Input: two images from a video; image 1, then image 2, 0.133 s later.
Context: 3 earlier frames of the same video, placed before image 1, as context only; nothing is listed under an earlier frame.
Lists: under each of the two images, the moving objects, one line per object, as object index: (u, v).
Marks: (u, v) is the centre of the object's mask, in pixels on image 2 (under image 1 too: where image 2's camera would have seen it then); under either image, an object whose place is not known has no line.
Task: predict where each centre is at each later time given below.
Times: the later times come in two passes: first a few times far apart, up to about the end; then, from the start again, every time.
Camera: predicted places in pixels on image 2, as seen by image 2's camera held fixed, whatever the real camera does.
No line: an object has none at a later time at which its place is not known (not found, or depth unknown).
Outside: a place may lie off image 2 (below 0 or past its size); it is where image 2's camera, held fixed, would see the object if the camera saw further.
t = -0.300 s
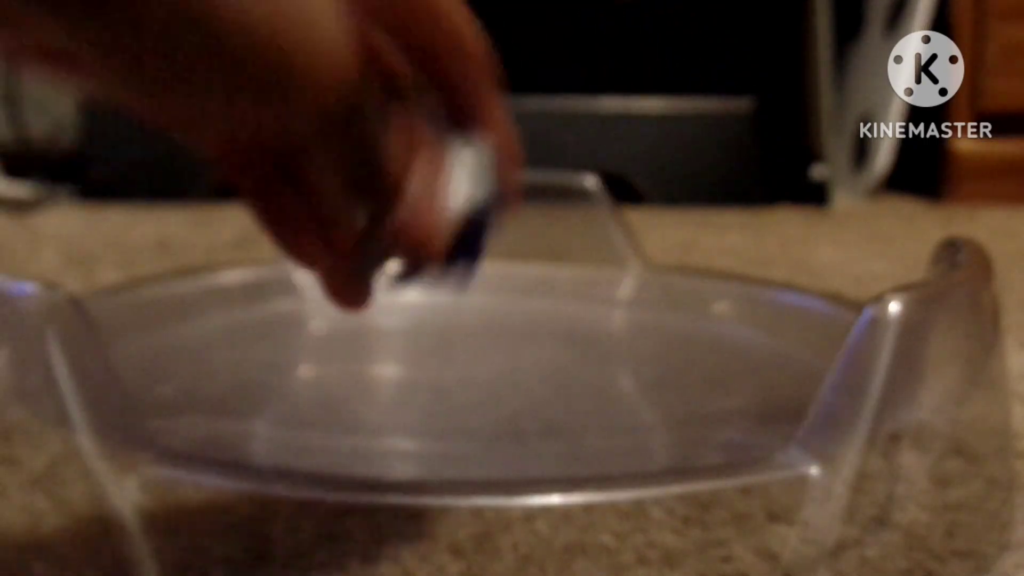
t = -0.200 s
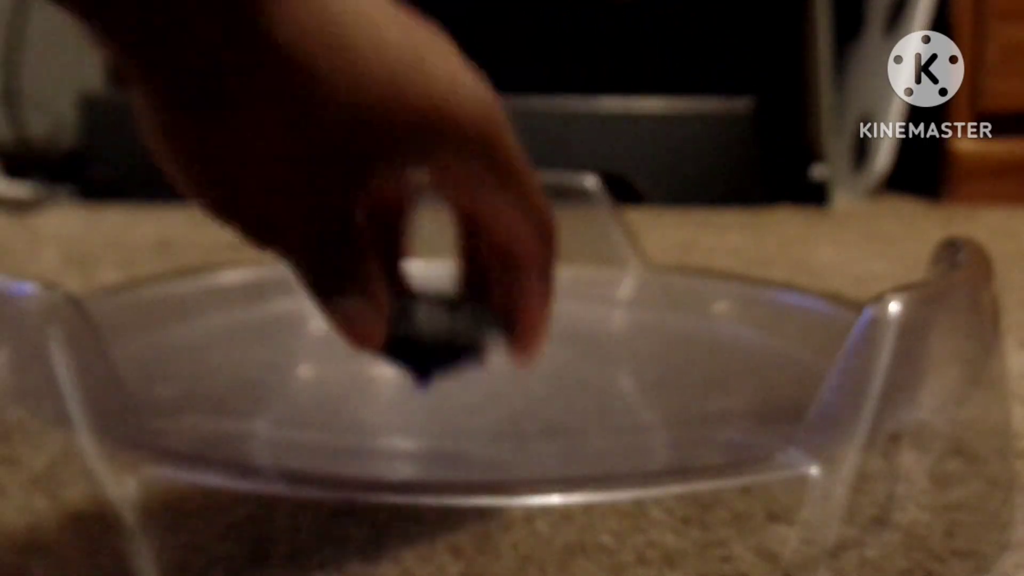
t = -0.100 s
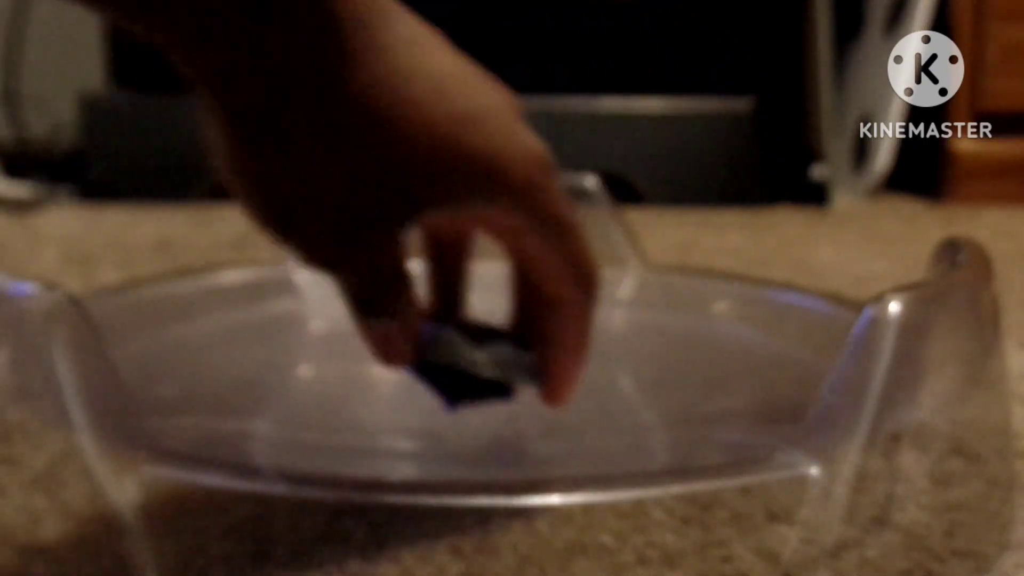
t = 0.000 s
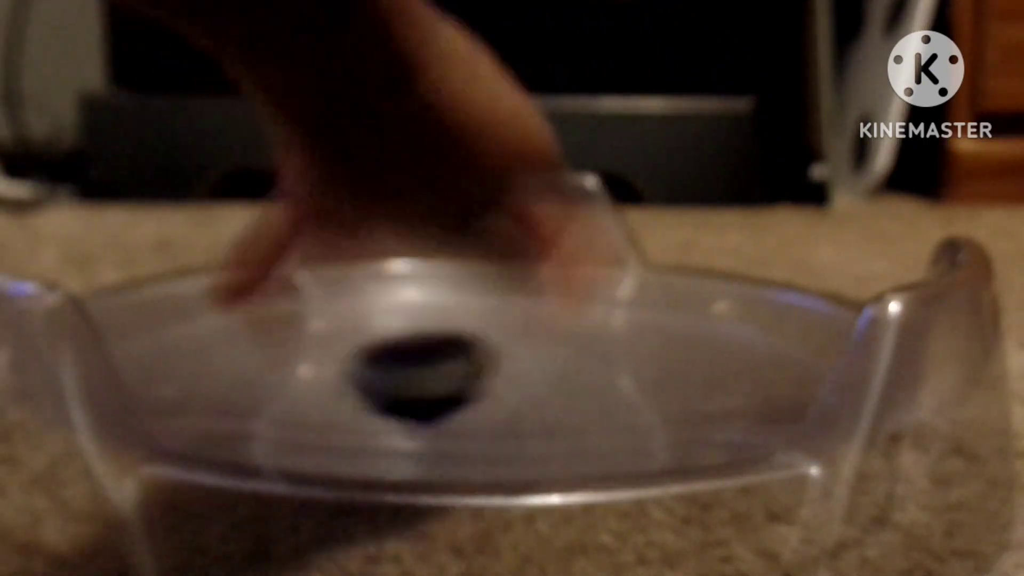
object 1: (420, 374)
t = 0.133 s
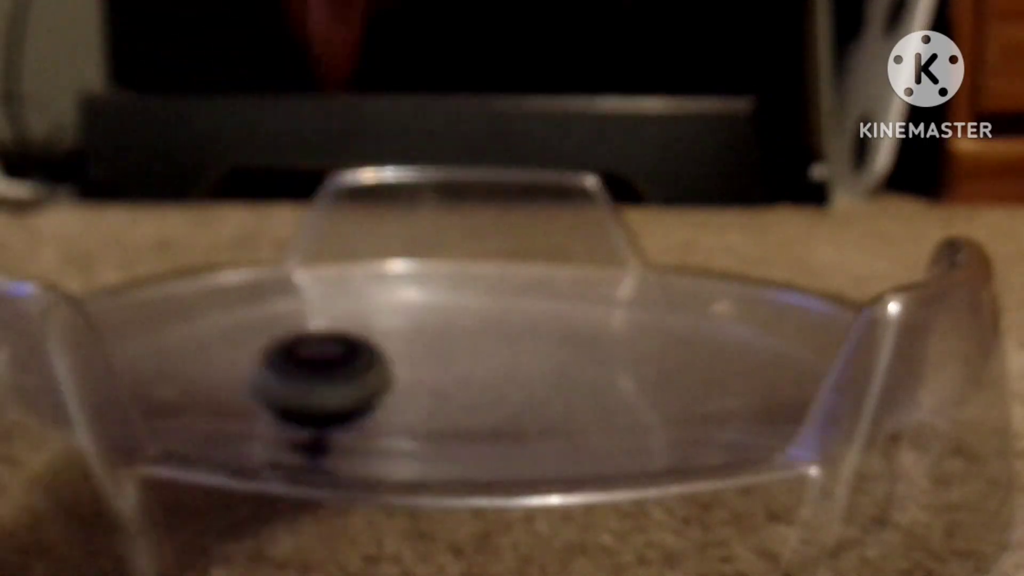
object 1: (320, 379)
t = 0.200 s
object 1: (310, 373)
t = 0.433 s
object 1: (348, 370)
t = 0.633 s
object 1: (385, 376)
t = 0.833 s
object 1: (432, 375)
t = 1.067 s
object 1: (453, 367)
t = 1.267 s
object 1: (449, 367)
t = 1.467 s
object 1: (445, 371)
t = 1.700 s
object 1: (458, 379)
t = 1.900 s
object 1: (481, 380)
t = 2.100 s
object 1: (489, 375)
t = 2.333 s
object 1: (473, 371)
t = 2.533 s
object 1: (458, 375)
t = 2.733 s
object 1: (461, 382)
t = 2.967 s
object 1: (479, 383)
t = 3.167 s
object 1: (485, 377)
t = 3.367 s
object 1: (470, 373)
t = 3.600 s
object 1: (456, 377)
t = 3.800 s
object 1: (461, 383)
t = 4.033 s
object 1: (478, 382)
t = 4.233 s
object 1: (477, 376)
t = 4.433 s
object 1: (464, 375)
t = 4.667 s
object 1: (459, 379)
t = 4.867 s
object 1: (467, 382)
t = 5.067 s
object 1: (477, 382)
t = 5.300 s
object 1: (473, 377)
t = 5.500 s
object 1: (466, 377)
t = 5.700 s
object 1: (466, 382)
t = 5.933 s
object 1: (474, 381)
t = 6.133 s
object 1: (474, 380)
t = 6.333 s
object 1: (467, 378)
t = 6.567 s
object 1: (460, 384)
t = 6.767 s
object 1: (474, 368)
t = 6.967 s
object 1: (480, 368)
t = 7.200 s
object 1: (479, 366)
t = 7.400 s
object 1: (466, 369)
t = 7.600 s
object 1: (443, 373)
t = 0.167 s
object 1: (314, 374)
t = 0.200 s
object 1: (310, 373)
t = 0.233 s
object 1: (314, 371)
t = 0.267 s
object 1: (316, 370)
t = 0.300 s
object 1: (321, 369)
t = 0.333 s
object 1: (326, 368)
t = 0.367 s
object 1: (333, 368)
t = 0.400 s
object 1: (340, 369)
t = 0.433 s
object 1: (348, 370)
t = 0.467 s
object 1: (353, 371)
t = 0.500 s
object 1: (358, 372)
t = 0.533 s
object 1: (365, 374)
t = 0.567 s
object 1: (370, 374)
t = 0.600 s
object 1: (378, 375)
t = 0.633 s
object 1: (385, 376)
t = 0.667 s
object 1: (394, 376)
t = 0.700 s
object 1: (402, 377)
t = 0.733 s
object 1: (410, 377)
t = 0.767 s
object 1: (418, 376)
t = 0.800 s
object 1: (424, 376)
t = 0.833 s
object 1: (432, 375)
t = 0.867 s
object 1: (438, 375)
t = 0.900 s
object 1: (442, 373)
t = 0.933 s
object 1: (446, 373)
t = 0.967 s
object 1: (449, 371)
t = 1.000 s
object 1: (452, 370)
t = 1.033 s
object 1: (452, 368)
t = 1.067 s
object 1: (453, 367)
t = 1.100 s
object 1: (453, 366)
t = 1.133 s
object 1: (452, 366)
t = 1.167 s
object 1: (452, 365)
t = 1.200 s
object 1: (452, 366)
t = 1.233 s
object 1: (451, 366)
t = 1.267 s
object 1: (449, 367)
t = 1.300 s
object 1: (449, 367)
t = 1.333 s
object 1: (447, 369)
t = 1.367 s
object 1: (446, 369)
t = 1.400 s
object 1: (444, 370)
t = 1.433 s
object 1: (445, 370)
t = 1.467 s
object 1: (445, 371)
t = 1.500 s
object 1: (446, 372)
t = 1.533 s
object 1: (447, 373)
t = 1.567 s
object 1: (448, 374)
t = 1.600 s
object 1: (450, 377)
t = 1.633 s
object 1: (451, 378)
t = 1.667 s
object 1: (455, 378)
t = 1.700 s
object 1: (458, 379)
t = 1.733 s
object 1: (462, 379)
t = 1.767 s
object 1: (466, 380)
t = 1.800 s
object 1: (469, 381)
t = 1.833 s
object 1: (474, 380)
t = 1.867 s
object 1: (476, 380)
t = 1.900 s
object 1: (481, 380)
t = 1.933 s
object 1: (483, 380)
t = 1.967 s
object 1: (486, 379)
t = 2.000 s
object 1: (488, 378)
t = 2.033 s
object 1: (489, 377)
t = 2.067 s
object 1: (489, 375)
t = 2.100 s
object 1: (489, 375)
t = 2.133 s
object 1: (487, 373)
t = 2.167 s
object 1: (486, 373)
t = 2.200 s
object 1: (483, 372)
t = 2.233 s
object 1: (481, 371)
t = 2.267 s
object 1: (479, 371)
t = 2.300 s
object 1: (475, 371)
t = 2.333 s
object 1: (473, 371)
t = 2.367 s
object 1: (469, 371)
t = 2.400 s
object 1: (467, 372)
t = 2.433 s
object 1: (464, 373)
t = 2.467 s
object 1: (462, 373)
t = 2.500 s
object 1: (459, 375)
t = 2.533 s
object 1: (458, 375)
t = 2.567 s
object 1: (457, 376)
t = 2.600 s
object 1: (457, 377)
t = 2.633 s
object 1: (457, 379)
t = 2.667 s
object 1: (457, 380)
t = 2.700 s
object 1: (460, 381)
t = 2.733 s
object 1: (461, 382)
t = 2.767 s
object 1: (464, 382)
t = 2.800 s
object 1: (467, 383)
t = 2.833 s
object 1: (470, 384)
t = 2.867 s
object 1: (473, 382)
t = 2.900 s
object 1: (475, 383)
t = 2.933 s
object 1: (478, 382)
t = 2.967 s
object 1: (479, 383)
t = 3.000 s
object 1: (483, 382)
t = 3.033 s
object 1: (484, 381)
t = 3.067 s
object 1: (486, 381)
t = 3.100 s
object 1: (486, 380)
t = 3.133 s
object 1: (487, 379)
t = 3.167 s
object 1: (485, 377)
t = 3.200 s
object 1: (484, 376)
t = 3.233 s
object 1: (481, 375)
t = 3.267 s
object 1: (479, 375)
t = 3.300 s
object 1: (476, 373)
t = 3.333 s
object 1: (473, 374)
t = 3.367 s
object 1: (470, 373)
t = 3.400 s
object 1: (467, 374)
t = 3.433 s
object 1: (465, 374)
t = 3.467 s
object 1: (461, 374)
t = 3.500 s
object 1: (460, 374)
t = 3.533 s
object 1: (458, 376)
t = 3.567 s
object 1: (457, 376)
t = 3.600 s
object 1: (456, 377)
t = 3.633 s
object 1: (455, 378)
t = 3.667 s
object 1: (456, 379)
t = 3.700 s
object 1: (456, 380)
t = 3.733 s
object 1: (457, 382)
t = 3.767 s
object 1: (459, 382)
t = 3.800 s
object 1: (461, 383)
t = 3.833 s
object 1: (463, 383)
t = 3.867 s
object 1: (467, 383)
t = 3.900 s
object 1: (468, 383)
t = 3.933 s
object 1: (472, 382)
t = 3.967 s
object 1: (473, 382)
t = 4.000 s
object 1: (476, 381)
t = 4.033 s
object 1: (478, 382)
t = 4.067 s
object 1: (480, 381)
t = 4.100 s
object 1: (480, 381)
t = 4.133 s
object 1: (481, 380)
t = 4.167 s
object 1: (480, 378)
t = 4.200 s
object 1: (479, 378)
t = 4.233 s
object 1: (477, 376)
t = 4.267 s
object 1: (475, 376)
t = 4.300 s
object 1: (473, 375)
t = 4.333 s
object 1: (471, 375)
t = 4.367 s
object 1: (469, 375)
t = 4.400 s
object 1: (467, 375)
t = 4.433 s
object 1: (464, 375)
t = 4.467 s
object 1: (463, 376)
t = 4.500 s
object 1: (462, 376)
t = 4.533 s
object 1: (460, 376)
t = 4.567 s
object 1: (460, 377)
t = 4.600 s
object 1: (459, 377)
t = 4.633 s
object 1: (459, 378)
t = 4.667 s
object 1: (459, 379)
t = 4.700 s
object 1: (459, 381)
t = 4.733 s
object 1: (459, 381)
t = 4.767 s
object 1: (462, 382)
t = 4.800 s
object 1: (463, 382)
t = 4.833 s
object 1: (466, 382)
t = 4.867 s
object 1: (467, 382)
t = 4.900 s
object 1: (470, 382)
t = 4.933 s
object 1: (471, 381)
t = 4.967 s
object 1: (473, 381)
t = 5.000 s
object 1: (474, 381)
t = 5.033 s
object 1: (477, 382)
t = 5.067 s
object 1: (477, 382)
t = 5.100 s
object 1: (479, 382)
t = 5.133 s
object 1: (479, 380)
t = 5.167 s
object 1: (478, 379)
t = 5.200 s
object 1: (477, 377)
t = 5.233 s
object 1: (476, 378)
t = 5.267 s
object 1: (474, 377)
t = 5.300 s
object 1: (473, 377)
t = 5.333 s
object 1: (471, 376)
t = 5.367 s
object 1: (469, 376)
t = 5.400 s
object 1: (468, 376)
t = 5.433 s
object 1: (466, 377)
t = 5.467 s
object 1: (466, 377)
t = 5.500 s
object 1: (466, 377)
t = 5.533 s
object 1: (465, 378)
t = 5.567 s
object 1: (465, 379)
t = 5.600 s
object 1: (465, 380)
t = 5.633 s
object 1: (465, 380)
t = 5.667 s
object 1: (465, 382)
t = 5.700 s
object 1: (466, 382)
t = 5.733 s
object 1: (468, 382)
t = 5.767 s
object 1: (469, 382)
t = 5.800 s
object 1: (470, 381)
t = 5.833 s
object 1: (471, 381)
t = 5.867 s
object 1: (473, 381)
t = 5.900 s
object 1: (473, 381)
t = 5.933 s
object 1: (474, 381)
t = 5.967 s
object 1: (475, 382)
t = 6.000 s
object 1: (476, 382)
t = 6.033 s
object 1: (476, 382)
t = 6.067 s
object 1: (477, 382)
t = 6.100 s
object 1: (475, 380)
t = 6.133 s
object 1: (474, 380)
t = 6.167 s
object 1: (472, 379)
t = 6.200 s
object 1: (471, 379)
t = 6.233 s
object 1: (469, 379)
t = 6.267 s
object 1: (469, 378)
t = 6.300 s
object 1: (467, 379)
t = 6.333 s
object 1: (467, 378)
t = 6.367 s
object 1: (465, 379)
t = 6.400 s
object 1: (464, 379)
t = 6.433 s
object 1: (463, 381)
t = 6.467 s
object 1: (462, 380)
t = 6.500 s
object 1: (461, 382)
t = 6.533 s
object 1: (460, 380)
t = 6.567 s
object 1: (460, 384)
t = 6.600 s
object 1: (461, 385)
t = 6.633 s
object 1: (460, 385)
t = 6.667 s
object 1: (470, 374)
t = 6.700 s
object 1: (471, 372)
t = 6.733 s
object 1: (473, 370)
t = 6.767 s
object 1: (474, 368)
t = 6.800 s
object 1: (473, 385)
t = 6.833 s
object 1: (474, 384)
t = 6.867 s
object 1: (478, 384)
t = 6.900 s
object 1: (478, 369)
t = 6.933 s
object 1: (477, 368)
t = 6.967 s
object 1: (480, 368)
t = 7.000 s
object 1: (480, 369)
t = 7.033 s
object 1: (481, 369)
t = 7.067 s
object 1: (482, 370)
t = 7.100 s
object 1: (483, 369)
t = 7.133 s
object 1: (482, 368)
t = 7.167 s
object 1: (482, 367)
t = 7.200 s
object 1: (479, 366)
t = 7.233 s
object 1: (477, 366)
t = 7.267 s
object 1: (475, 364)
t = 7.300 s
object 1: (471, 366)
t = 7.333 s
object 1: (470, 366)
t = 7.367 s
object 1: (469, 369)
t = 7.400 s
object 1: (466, 369)
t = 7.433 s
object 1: (463, 369)
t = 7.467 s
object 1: (459, 370)
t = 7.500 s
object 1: (456, 369)
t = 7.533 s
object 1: (452, 370)
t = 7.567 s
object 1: (448, 371)
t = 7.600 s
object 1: (443, 373)
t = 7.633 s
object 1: (439, 374)
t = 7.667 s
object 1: (435, 374)
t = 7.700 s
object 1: (433, 376)
